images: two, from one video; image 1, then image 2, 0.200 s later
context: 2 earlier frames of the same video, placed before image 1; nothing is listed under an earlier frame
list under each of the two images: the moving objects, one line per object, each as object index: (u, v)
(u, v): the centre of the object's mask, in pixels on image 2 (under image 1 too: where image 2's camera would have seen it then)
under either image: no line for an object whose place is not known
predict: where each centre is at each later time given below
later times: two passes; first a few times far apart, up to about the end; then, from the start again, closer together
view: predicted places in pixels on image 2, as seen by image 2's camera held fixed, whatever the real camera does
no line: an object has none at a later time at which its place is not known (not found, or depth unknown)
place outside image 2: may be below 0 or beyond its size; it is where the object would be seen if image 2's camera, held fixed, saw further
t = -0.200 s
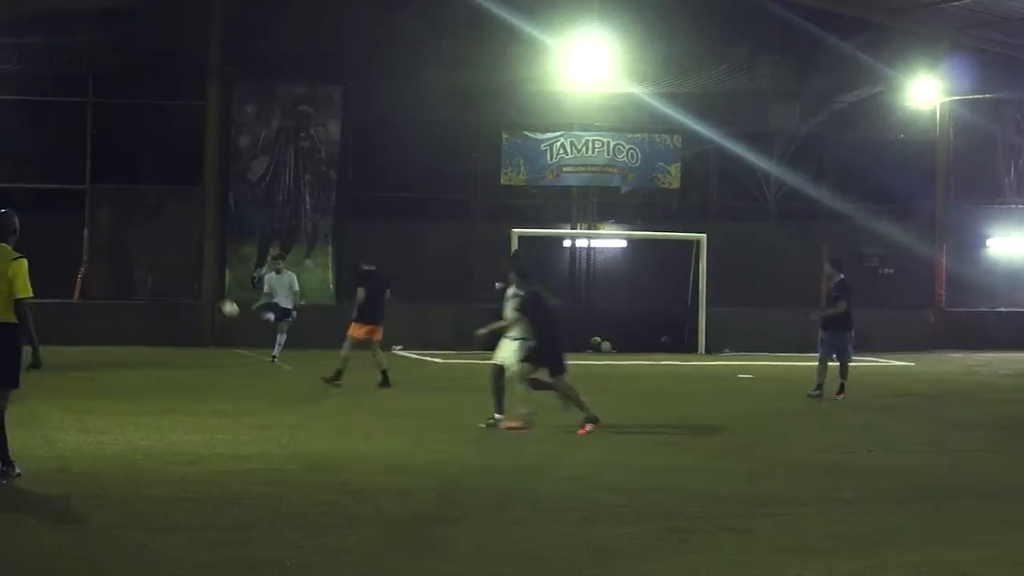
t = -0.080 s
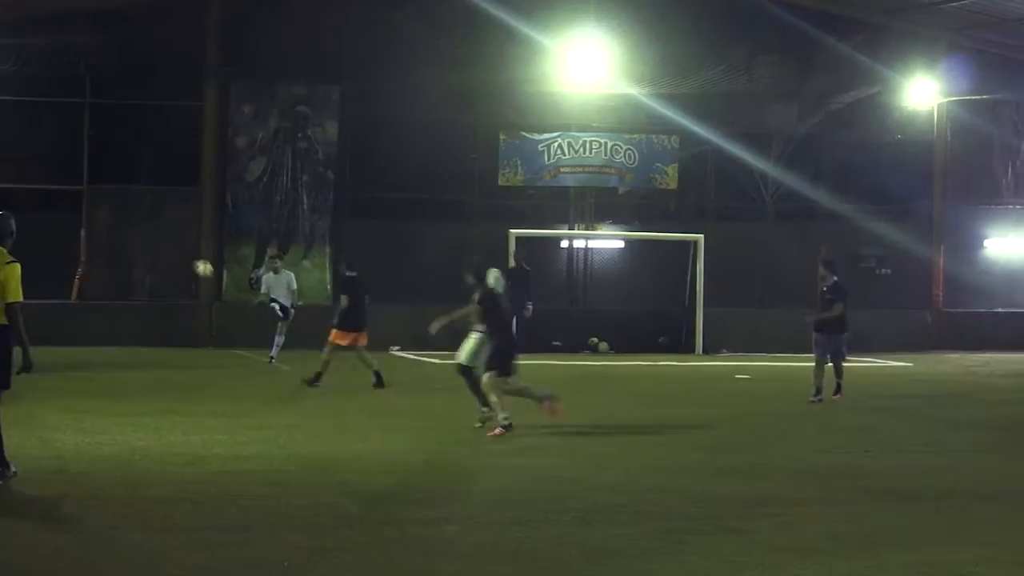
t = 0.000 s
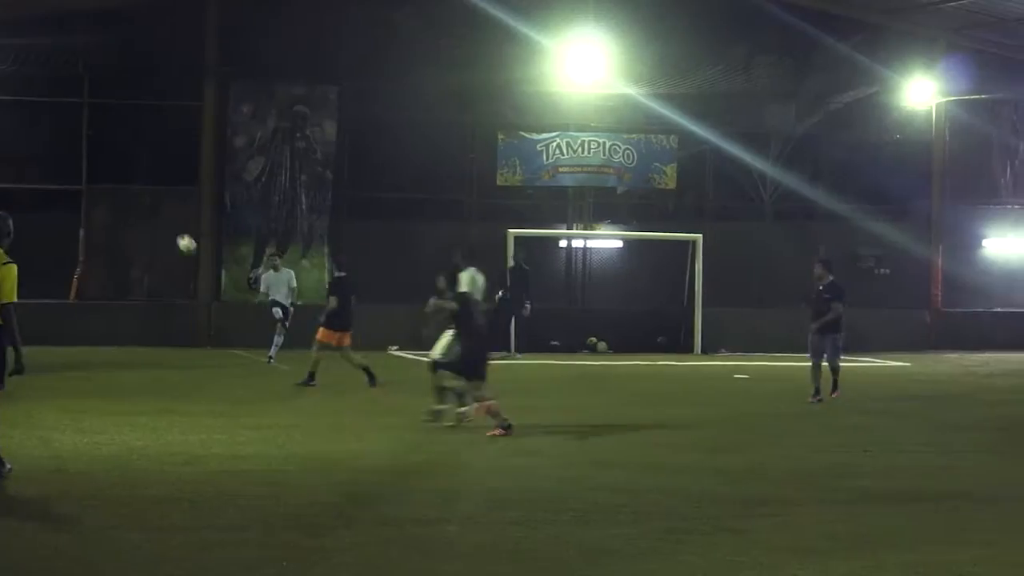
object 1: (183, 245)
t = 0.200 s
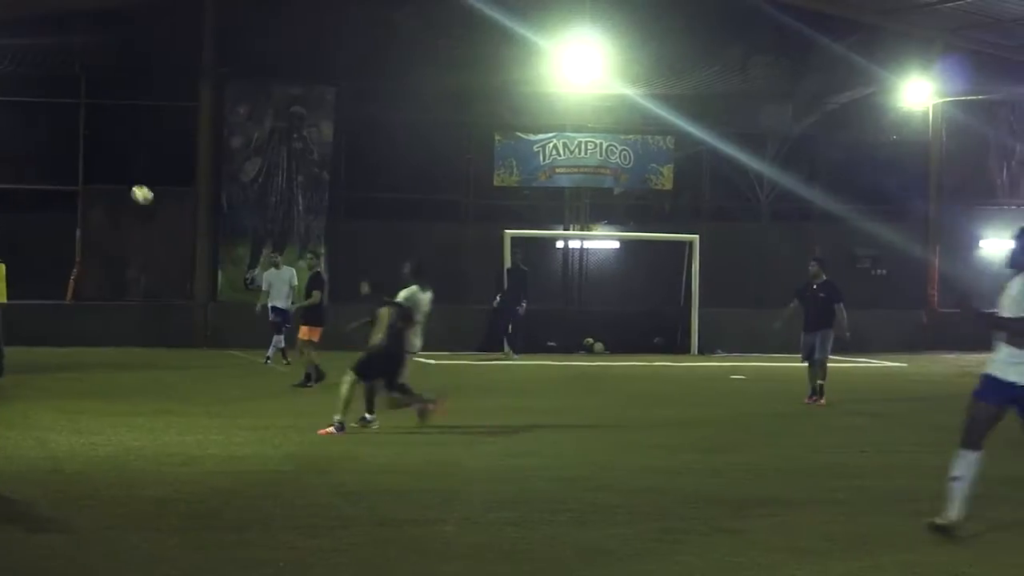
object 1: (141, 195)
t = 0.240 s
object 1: (133, 187)
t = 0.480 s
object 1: (80, 164)
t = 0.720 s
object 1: (17, 192)
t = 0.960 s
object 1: (-69, 313)
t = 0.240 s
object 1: (133, 187)
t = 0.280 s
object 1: (125, 181)
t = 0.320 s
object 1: (116, 175)
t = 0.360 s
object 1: (107, 171)
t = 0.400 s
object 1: (98, 167)
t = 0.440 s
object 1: (89, 165)
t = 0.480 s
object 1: (80, 164)
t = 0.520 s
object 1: (71, 164)
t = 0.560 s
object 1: (61, 167)
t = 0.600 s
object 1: (51, 170)
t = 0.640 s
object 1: (39, 175)
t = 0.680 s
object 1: (28, 184)
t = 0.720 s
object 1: (17, 192)
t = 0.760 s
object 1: (7, 205)
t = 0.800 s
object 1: (-7, 215)
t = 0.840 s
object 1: (-20, 236)
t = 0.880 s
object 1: (-34, 258)
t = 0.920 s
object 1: (-52, 283)
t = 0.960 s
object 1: (-69, 313)
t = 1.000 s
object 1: (-86, 344)
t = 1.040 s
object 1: (-103, 388)
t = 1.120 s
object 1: (-138, 486)
